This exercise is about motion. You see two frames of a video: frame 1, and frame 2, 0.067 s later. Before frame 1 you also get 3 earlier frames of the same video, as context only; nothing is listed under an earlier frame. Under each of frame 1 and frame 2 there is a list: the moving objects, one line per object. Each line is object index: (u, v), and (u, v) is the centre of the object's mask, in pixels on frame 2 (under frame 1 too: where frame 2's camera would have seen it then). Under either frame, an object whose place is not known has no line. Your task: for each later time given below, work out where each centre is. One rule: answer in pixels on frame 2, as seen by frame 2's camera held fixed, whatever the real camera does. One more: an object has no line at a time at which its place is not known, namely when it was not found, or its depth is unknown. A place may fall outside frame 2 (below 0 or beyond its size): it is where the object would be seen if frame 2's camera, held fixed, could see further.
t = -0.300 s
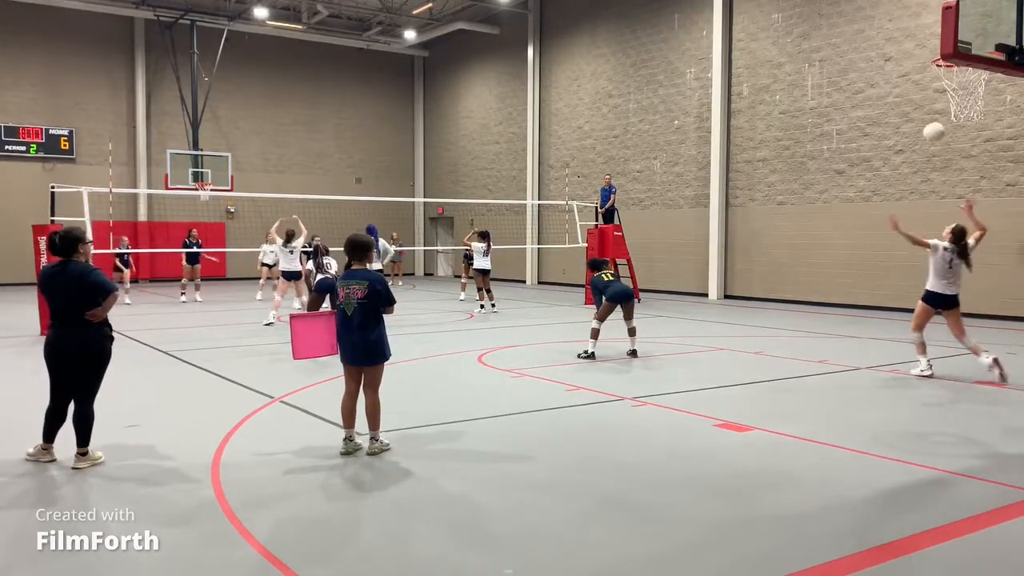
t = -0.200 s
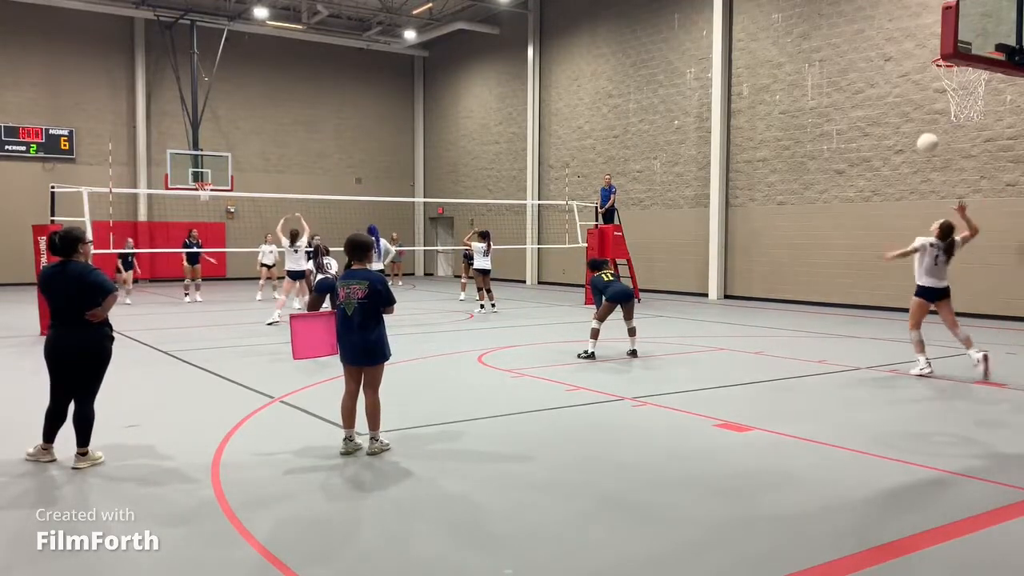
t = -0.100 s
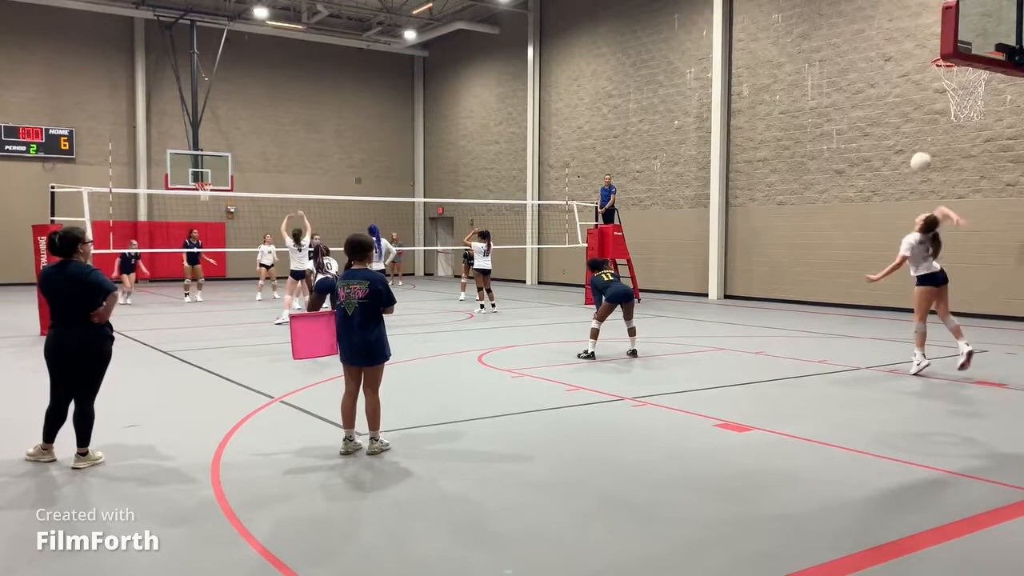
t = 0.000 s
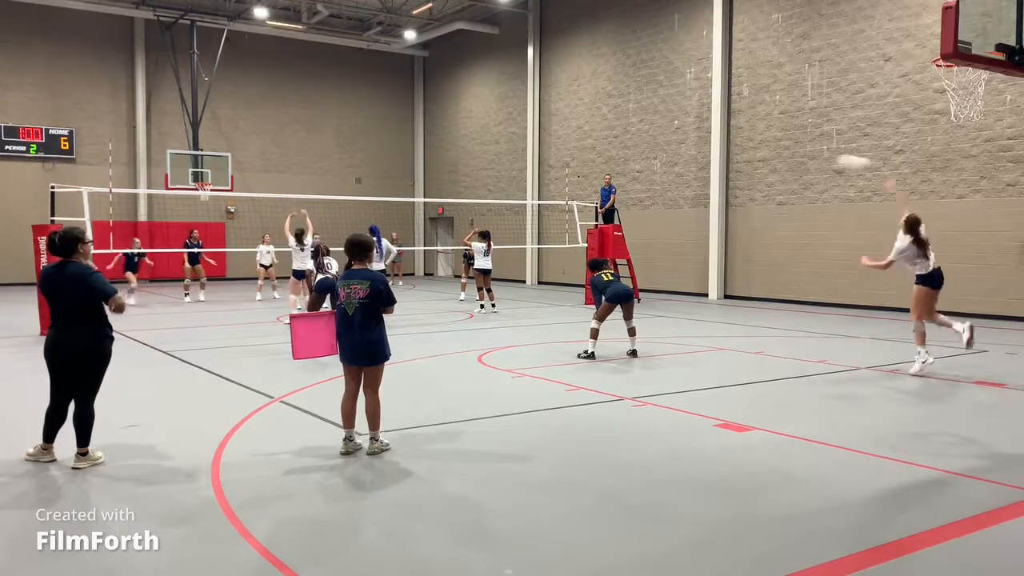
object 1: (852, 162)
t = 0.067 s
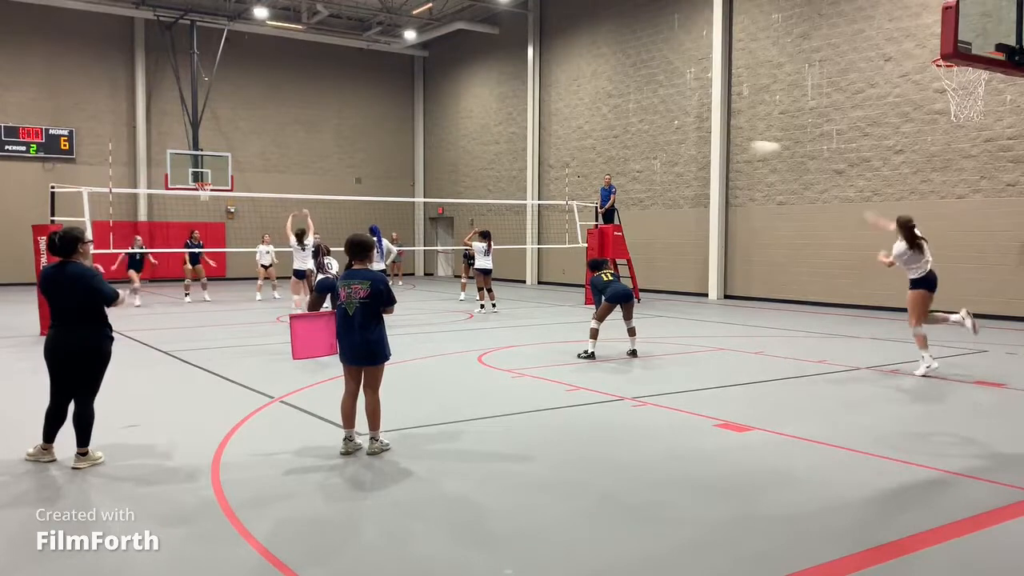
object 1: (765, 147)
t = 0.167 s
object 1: (655, 136)
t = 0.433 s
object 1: (453, 151)
